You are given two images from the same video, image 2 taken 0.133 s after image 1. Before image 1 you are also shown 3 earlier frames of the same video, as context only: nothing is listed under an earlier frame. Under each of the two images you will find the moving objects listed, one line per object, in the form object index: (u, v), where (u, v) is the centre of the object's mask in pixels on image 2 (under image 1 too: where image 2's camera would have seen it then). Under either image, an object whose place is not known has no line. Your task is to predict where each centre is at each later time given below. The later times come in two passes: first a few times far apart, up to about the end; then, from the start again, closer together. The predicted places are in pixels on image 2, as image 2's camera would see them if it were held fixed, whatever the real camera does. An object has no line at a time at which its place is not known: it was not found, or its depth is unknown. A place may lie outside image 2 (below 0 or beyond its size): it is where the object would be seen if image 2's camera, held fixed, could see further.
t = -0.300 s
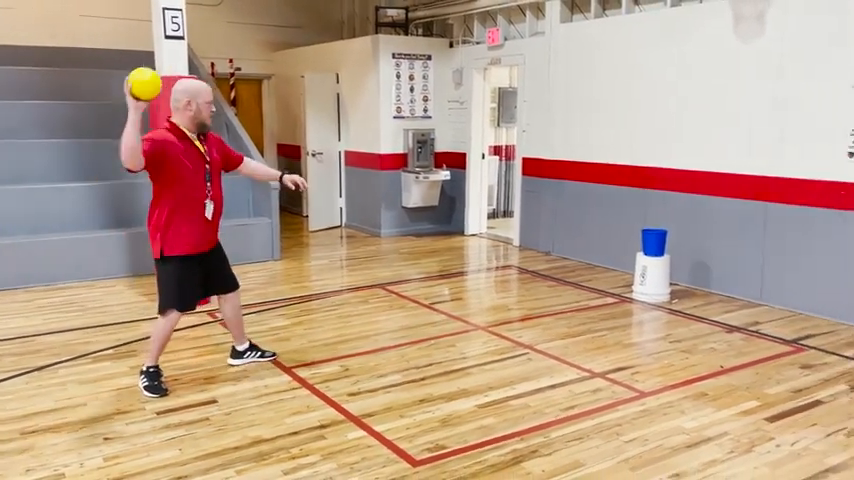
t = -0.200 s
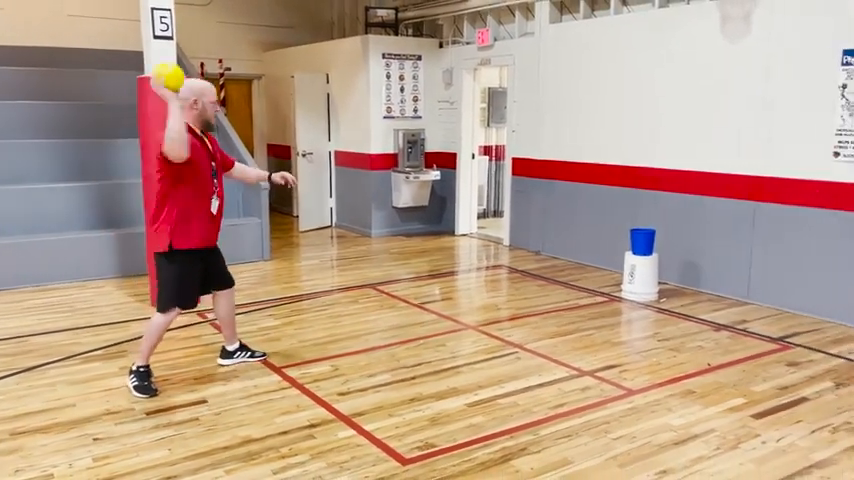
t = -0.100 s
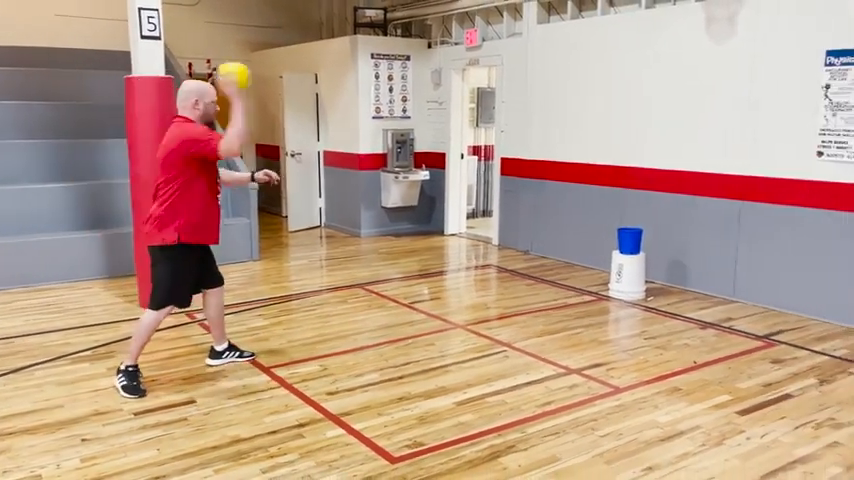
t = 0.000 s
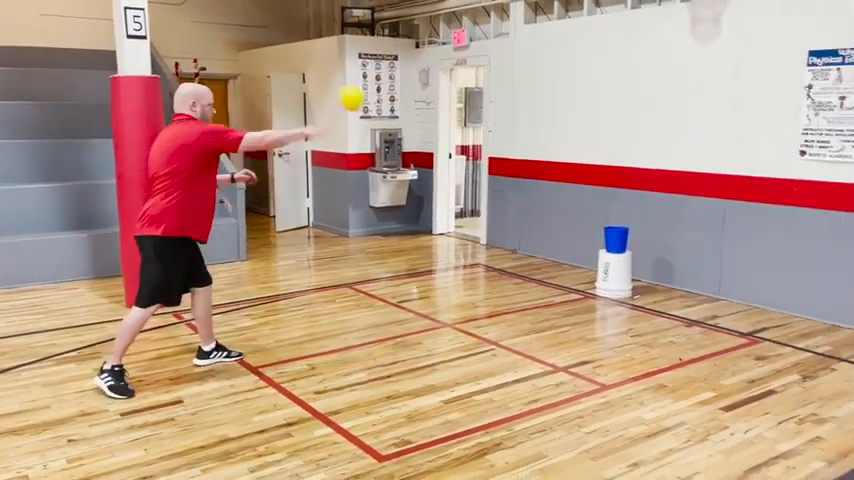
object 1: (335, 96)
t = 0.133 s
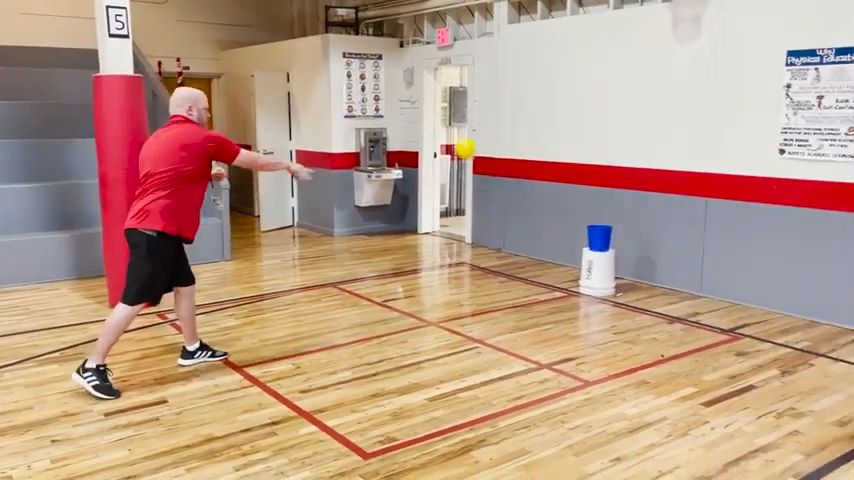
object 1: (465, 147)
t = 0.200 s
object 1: (511, 174)
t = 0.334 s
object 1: (578, 229)
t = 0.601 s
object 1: (566, 265)
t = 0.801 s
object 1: (510, 280)
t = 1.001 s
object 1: (452, 290)
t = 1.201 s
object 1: (391, 304)
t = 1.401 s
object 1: (326, 316)
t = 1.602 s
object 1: (257, 328)
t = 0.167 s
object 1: (489, 162)
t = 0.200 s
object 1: (511, 174)
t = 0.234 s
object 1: (530, 189)
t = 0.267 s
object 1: (548, 202)
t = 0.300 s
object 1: (564, 216)
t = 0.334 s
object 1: (578, 229)
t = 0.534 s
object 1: (578, 263)
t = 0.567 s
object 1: (574, 264)
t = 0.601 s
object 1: (566, 265)
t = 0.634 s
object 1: (557, 268)
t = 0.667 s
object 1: (548, 272)
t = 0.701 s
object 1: (538, 277)
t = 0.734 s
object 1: (529, 282)
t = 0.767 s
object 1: (520, 281)
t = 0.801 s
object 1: (510, 280)
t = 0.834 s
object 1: (501, 281)
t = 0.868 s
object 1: (491, 283)
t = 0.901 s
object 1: (482, 287)
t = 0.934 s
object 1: (472, 290)
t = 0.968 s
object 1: (462, 289)
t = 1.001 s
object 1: (452, 290)
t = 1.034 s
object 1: (442, 293)
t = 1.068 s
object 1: (431, 293)
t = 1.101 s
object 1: (421, 296)
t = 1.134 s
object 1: (411, 298)
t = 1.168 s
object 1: (401, 300)
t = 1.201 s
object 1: (391, 304)
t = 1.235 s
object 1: (380, 305)
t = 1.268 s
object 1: (370, 307)
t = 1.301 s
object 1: (359, 310)
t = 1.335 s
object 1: (348, 312)
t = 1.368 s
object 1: (337, 313)
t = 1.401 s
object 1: (326, 316)
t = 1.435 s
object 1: (315, 317)
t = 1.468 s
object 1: (304, 320)
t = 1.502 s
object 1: (293, 322)
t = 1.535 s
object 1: (281, 324)
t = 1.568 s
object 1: (268, 327)
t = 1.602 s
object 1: (257, 328)
